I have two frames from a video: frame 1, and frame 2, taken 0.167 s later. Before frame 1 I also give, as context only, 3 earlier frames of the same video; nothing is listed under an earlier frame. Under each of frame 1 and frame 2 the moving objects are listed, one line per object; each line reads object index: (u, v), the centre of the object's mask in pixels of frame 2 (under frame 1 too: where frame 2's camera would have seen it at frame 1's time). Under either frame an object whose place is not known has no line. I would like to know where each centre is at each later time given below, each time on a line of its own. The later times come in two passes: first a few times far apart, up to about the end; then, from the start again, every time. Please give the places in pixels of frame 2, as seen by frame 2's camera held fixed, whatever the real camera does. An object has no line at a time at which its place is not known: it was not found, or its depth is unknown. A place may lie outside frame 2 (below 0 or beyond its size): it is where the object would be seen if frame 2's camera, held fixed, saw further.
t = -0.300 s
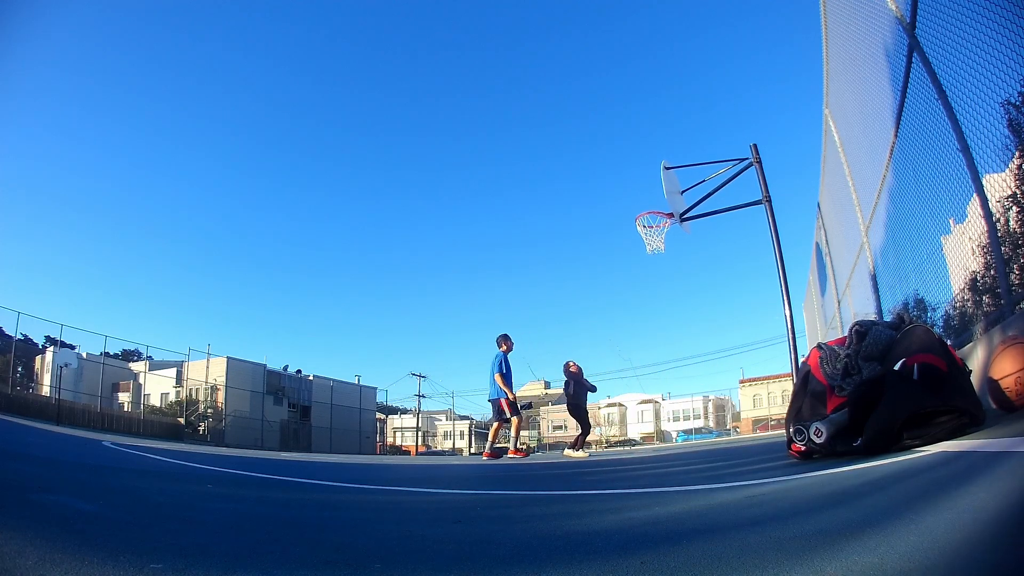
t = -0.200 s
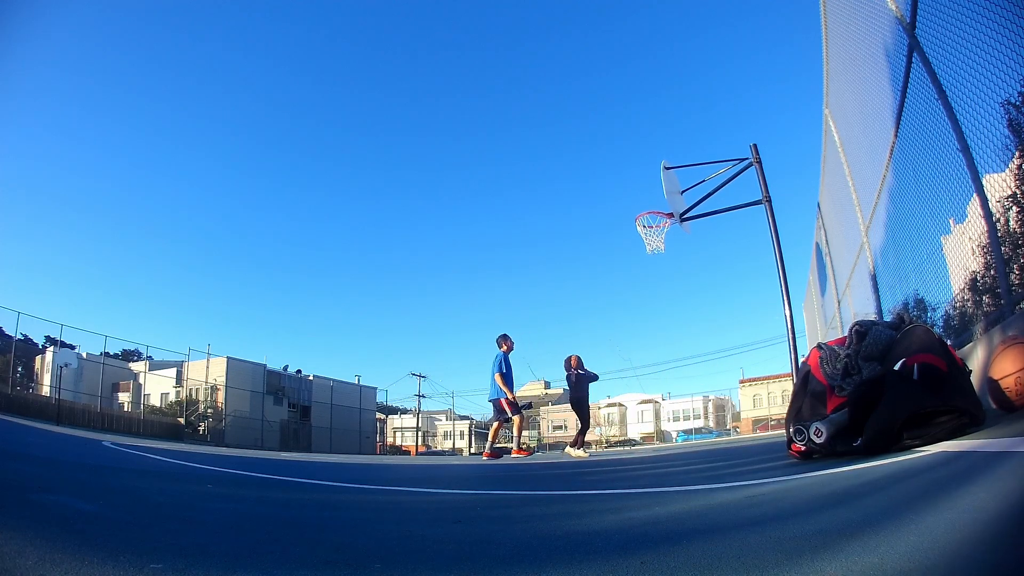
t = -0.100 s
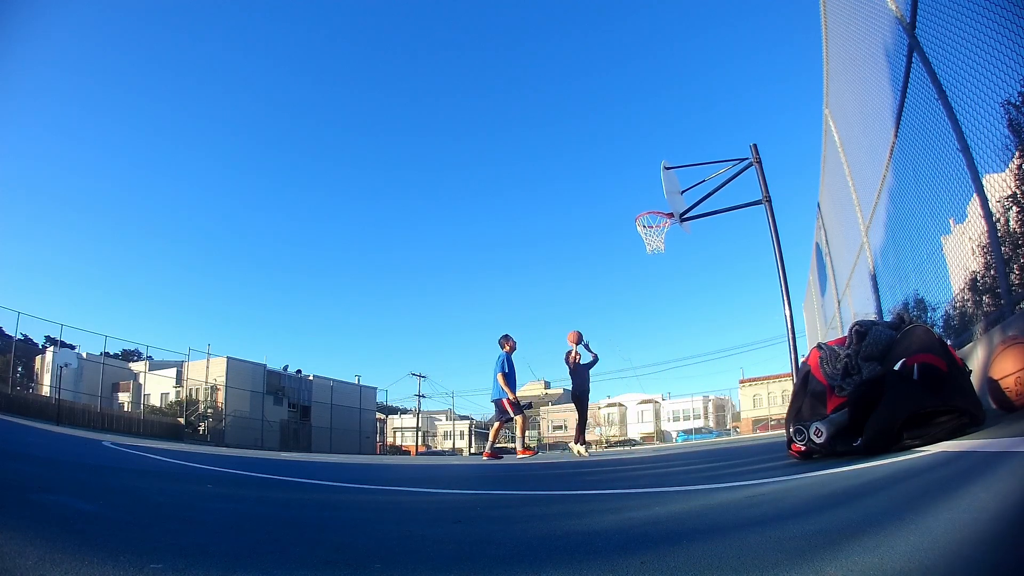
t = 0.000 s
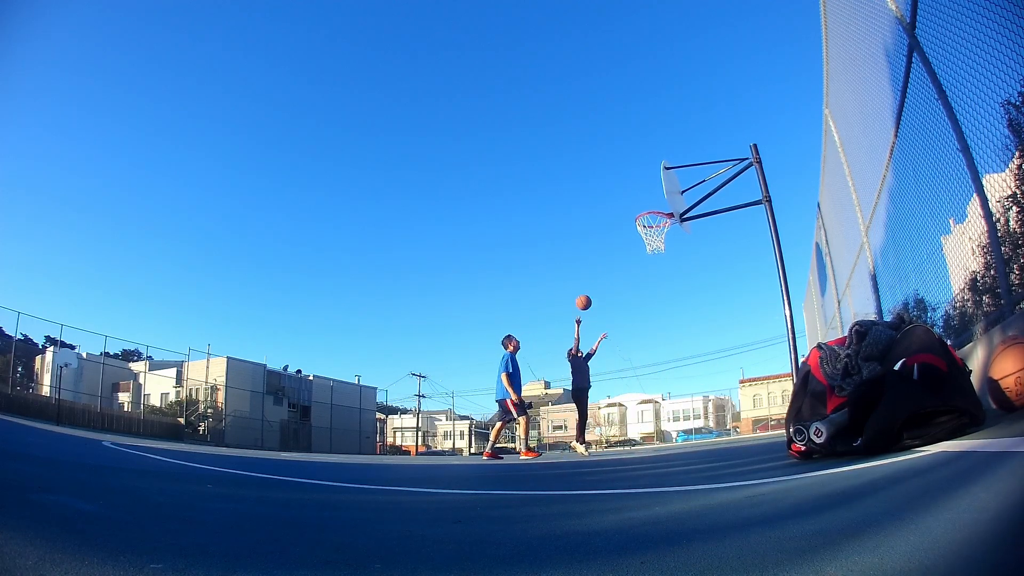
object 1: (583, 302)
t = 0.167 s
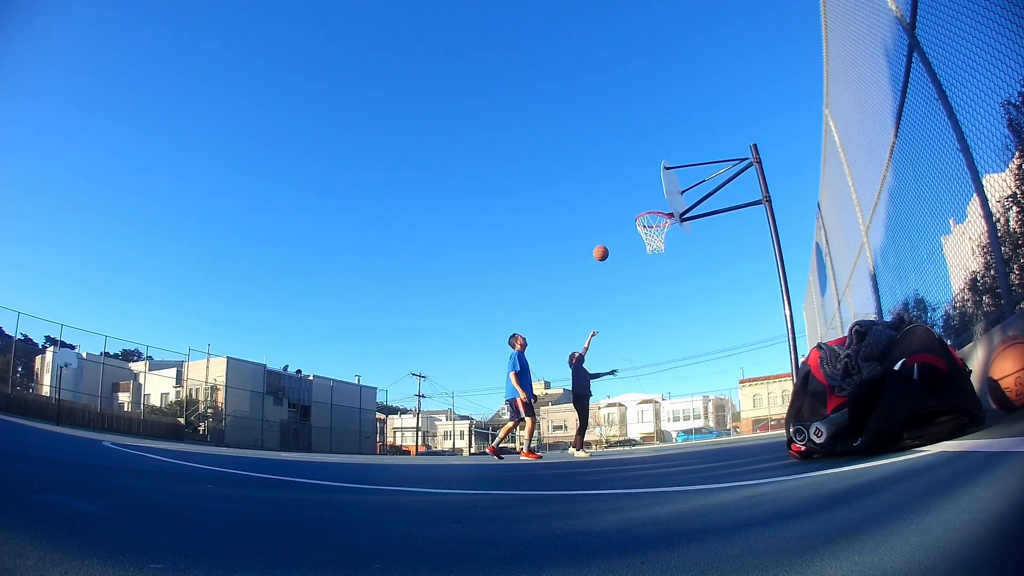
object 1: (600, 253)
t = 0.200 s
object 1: (604, 245)
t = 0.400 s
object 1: (626, 212)
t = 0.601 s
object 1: (652, 203)
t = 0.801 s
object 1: (662, 202)
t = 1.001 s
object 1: (655, 205)
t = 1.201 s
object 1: (650, 238)
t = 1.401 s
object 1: (652, 284)
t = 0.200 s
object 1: (604, 245)
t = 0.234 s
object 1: (608, 238)
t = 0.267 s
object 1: (611, 232)
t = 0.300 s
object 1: (615, 226)
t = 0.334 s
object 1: (619, 221)
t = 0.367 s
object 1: (623, 216)
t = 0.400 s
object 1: (626, 212)
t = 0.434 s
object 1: (630, 209)
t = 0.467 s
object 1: (635, 207)
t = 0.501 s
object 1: (639, 205)
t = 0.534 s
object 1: (643, 204)
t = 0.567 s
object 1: (648, 203)
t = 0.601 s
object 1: (652, 203)
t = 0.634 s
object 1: (657, 204)
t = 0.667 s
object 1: (661, 205)
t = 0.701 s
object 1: (665, 207)
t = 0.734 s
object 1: (665, 206)
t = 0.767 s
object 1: (663, 204)
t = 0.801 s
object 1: (662, 202)
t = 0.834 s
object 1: (661, 201)
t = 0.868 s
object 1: (660, 201)
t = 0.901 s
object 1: (659, 201)
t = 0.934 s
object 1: (658, 201)
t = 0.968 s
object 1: (657, 203)
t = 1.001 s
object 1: (655, 205)
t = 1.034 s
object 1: (654, 207)
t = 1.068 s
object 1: (653, 214)
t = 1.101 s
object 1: (652, 220)
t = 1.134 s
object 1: (652, 225)
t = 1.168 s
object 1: (650, 231)
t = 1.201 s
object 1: (650, 238)
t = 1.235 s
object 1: (650, 244)
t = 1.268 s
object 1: (650, 251)
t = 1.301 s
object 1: (650, 258)
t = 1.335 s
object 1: (651, 265)
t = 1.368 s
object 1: (651, 274)
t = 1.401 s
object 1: (652, 284)
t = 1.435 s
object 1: (652, 294)
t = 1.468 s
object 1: (653, 306)
